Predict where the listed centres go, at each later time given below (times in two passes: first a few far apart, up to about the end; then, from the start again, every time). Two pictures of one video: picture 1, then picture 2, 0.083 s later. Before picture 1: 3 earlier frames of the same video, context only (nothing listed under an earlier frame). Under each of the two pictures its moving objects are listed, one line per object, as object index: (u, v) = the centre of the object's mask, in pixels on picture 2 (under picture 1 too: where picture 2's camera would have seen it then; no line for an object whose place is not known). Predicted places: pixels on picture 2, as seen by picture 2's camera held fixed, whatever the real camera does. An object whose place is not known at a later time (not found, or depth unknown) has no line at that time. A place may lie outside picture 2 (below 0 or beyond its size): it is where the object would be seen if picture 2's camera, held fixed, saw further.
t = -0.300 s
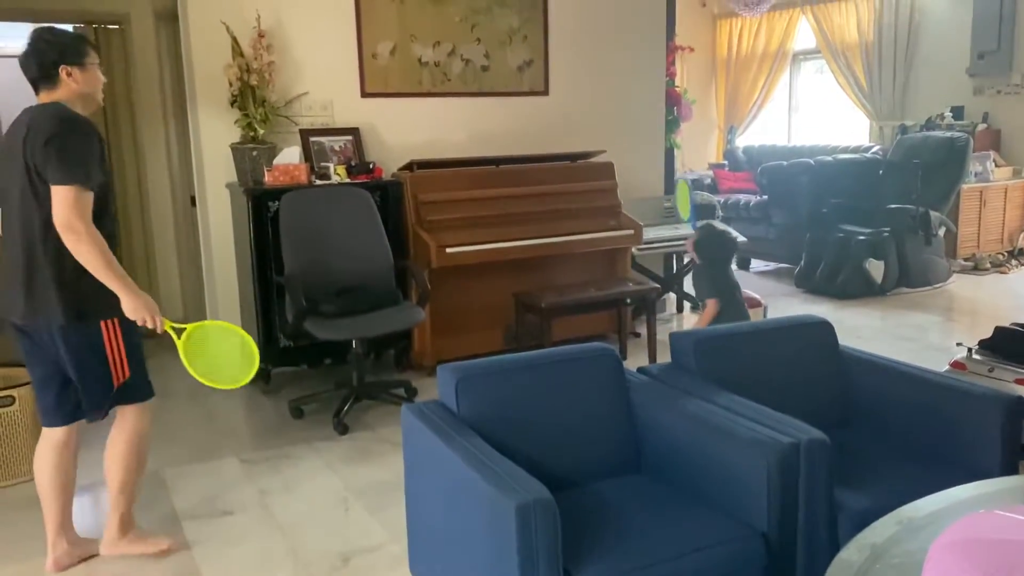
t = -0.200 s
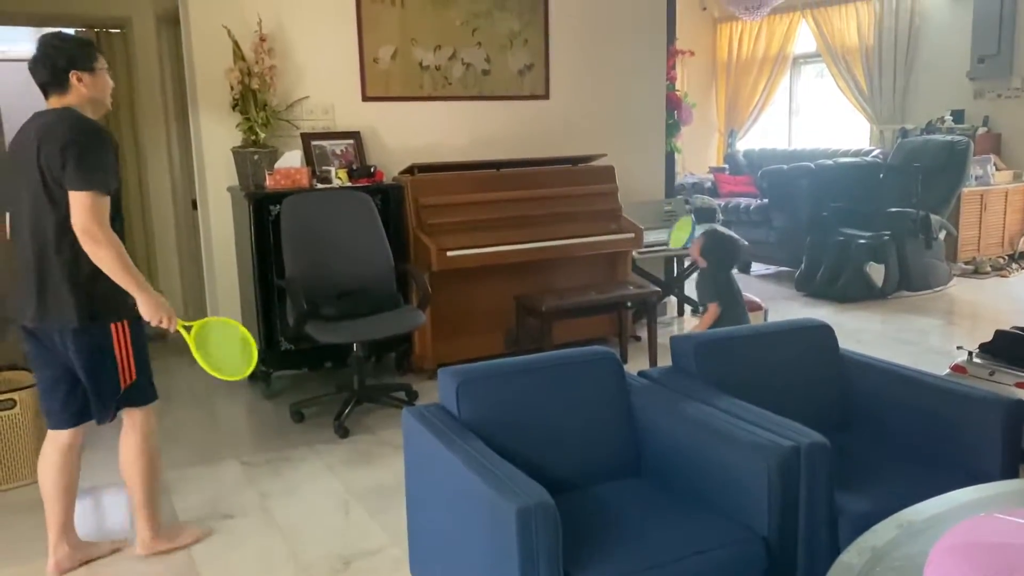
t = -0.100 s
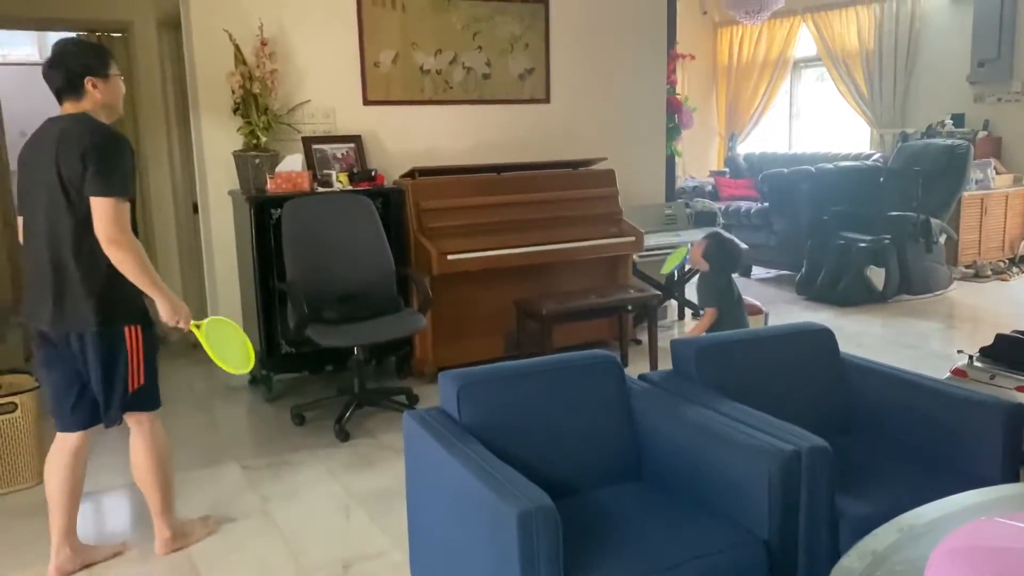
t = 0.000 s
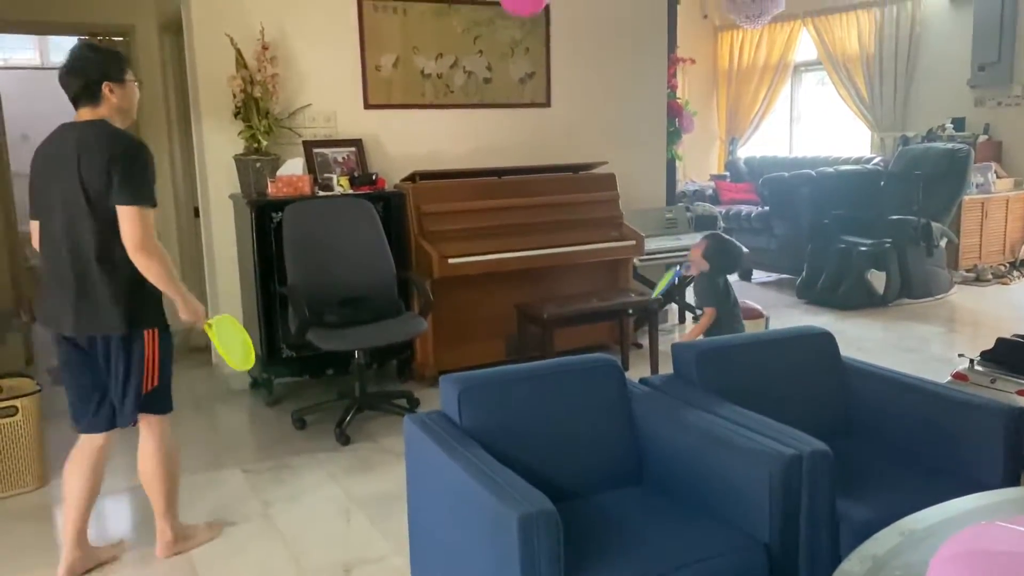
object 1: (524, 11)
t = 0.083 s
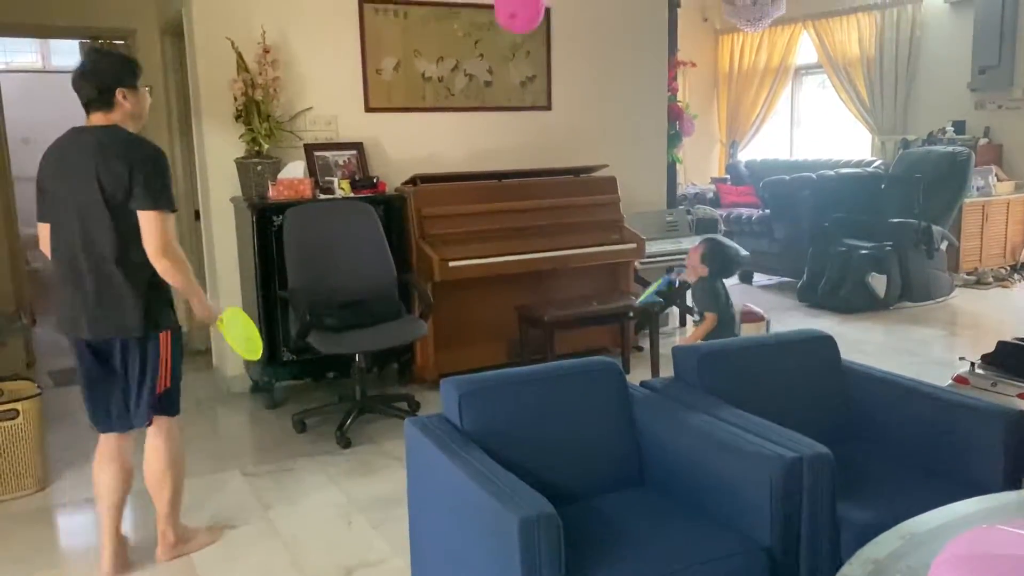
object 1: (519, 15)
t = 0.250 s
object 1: (511, 43)
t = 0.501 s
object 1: (504, 107)
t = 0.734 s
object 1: (510, 172)
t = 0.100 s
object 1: (518, 16)
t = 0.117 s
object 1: (517, 18)
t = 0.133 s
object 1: (516, 20)
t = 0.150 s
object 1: (515, 22)
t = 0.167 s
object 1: (515, 24)
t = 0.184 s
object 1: (513, 28)
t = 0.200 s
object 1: (513, 31)
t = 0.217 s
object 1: (512, 36)
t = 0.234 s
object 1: (511, 39)
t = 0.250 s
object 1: (511, 43)
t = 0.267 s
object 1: (509, 47)
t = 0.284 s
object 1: (509, 51)
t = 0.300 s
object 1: (508, 55)
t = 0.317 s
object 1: (508, 58)
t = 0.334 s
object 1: (508, 64)
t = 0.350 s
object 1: (507, 68)
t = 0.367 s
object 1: (506, 73)
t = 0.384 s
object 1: (506, 76)
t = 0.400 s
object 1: (506, 80)
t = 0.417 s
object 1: (506, 85)
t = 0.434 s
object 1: (506, 90)
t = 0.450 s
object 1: (505, 94)
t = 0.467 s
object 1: (505, 99)
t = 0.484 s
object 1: (505, 103)
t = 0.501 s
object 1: (504, 107)
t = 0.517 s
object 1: (504, 112)
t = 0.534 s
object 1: (504, 117)
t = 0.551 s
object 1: (504, 122)
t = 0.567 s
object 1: (504, 127)
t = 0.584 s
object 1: (504, 131)
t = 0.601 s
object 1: (504, 136)
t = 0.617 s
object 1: (505, 141)
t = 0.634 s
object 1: (505, 145)
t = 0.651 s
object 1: (506, 150)
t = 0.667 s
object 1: (506, 154)
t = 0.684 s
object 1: (507, 159)
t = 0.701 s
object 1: (508, 163)
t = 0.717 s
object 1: (509, 167)
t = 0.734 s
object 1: (510, 172)
